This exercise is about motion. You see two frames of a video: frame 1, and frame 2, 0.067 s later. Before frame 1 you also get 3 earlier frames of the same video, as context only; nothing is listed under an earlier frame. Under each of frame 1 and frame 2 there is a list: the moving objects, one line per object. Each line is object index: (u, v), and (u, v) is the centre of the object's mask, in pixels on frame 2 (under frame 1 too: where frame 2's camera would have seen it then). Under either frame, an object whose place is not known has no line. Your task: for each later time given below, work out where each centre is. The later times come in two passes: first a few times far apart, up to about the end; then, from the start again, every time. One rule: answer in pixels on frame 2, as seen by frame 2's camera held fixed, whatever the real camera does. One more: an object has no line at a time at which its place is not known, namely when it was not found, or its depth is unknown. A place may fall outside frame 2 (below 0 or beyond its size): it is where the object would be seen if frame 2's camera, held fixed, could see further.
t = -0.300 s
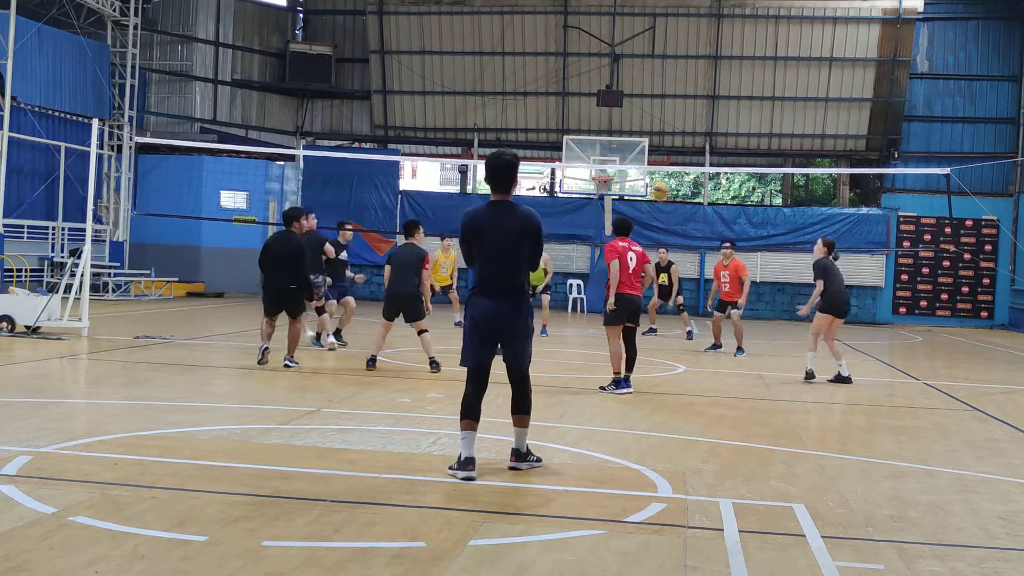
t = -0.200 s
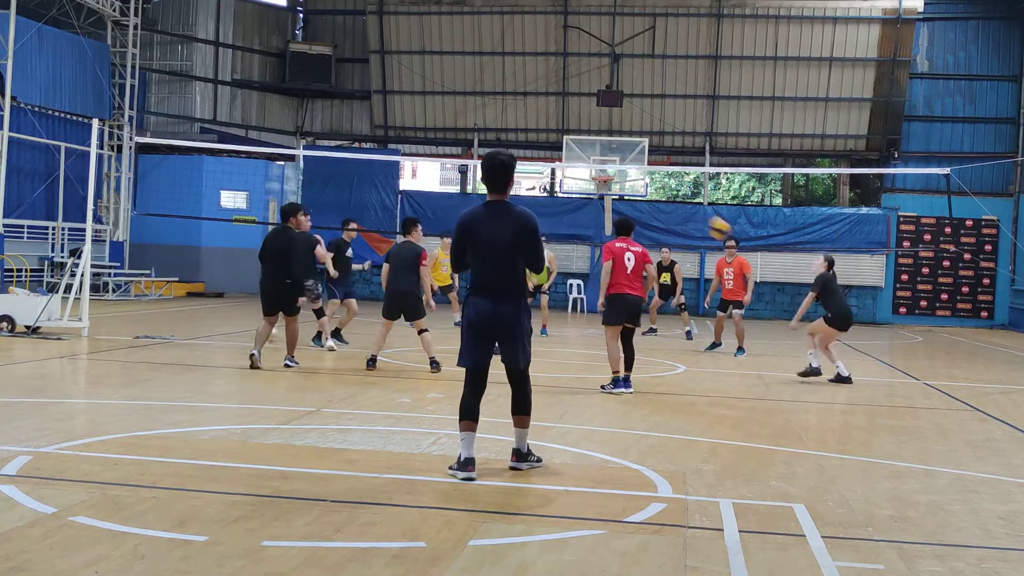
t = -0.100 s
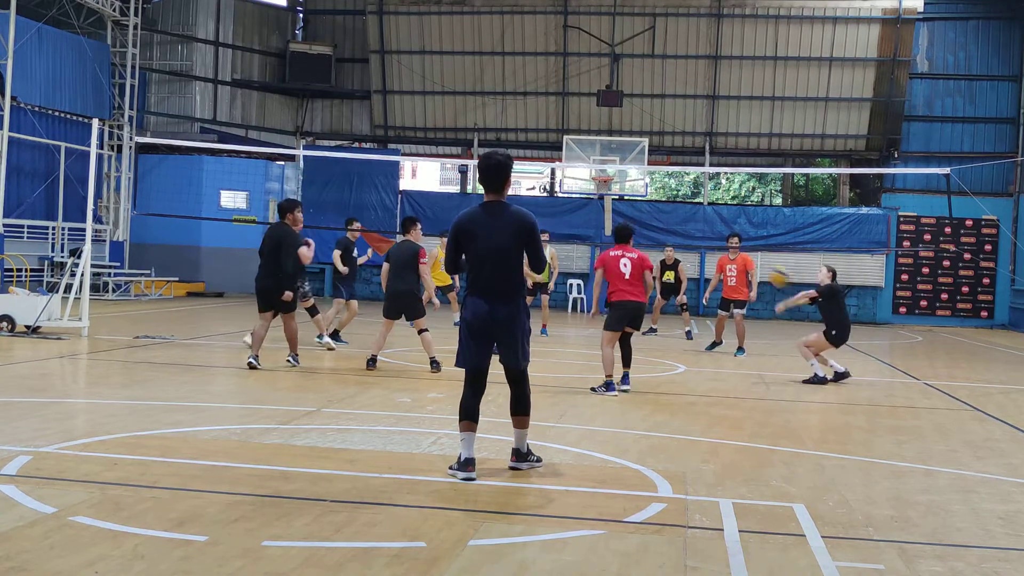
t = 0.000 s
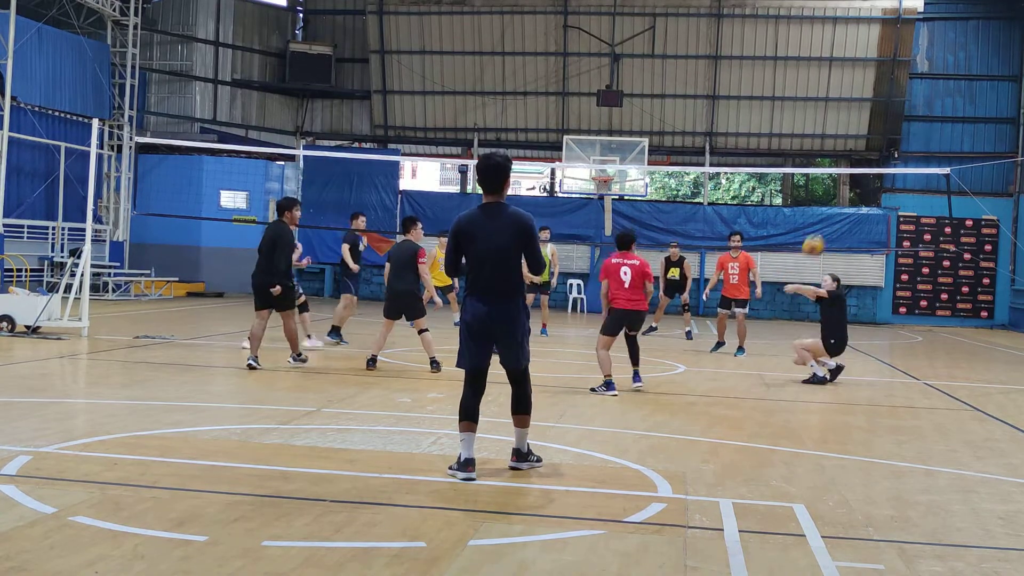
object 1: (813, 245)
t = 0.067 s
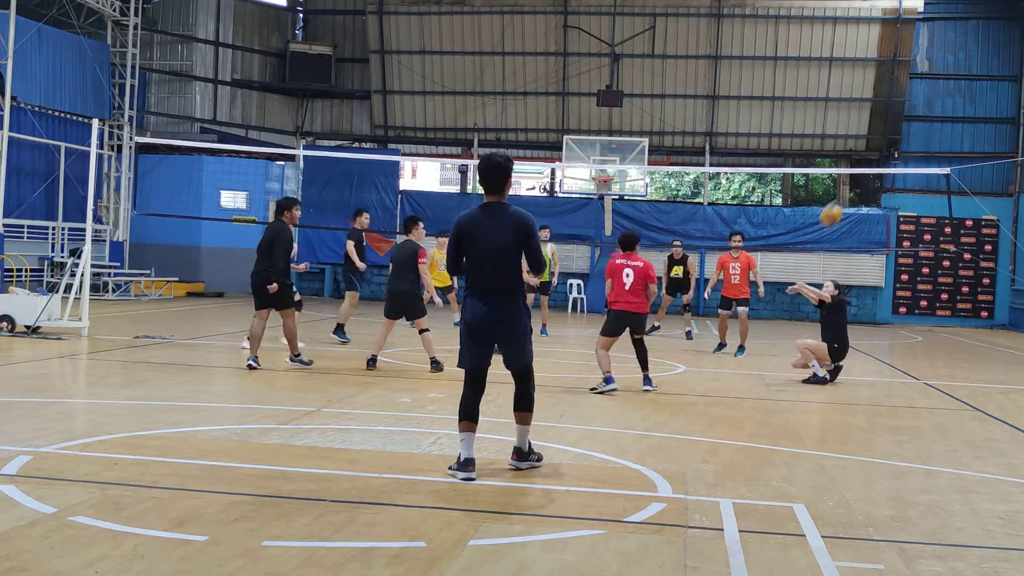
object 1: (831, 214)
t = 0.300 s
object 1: (898, 130)
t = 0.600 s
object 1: (994, 93)
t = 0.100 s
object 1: (840, 198)
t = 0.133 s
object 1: (849, 185)
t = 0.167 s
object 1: (860, 173)
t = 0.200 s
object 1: (869, 159)
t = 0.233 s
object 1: (878, 150)
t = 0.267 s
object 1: (888, 139)
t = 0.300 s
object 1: (898, 130)
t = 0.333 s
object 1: (908, 121)
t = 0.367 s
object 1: (919, 114)
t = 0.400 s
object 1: (929, 107)
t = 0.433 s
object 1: (940, 102)
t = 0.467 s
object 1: (950, 98)
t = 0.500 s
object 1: (961, 95)
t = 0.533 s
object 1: (971, 93)
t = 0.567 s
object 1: (982, 92)
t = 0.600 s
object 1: (994, 93)
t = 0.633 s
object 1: (1005, 95)
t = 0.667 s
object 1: (1014, 98)
